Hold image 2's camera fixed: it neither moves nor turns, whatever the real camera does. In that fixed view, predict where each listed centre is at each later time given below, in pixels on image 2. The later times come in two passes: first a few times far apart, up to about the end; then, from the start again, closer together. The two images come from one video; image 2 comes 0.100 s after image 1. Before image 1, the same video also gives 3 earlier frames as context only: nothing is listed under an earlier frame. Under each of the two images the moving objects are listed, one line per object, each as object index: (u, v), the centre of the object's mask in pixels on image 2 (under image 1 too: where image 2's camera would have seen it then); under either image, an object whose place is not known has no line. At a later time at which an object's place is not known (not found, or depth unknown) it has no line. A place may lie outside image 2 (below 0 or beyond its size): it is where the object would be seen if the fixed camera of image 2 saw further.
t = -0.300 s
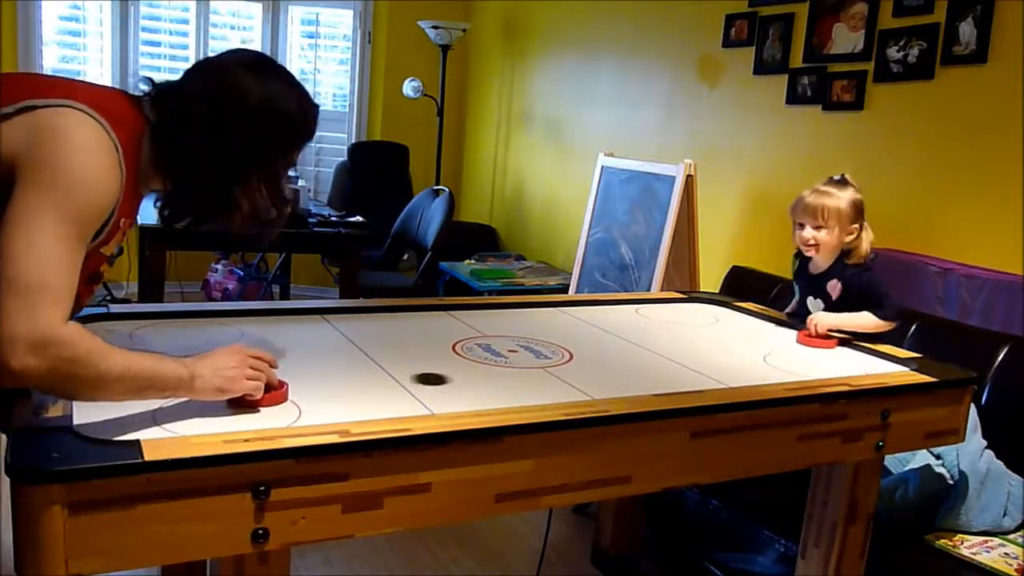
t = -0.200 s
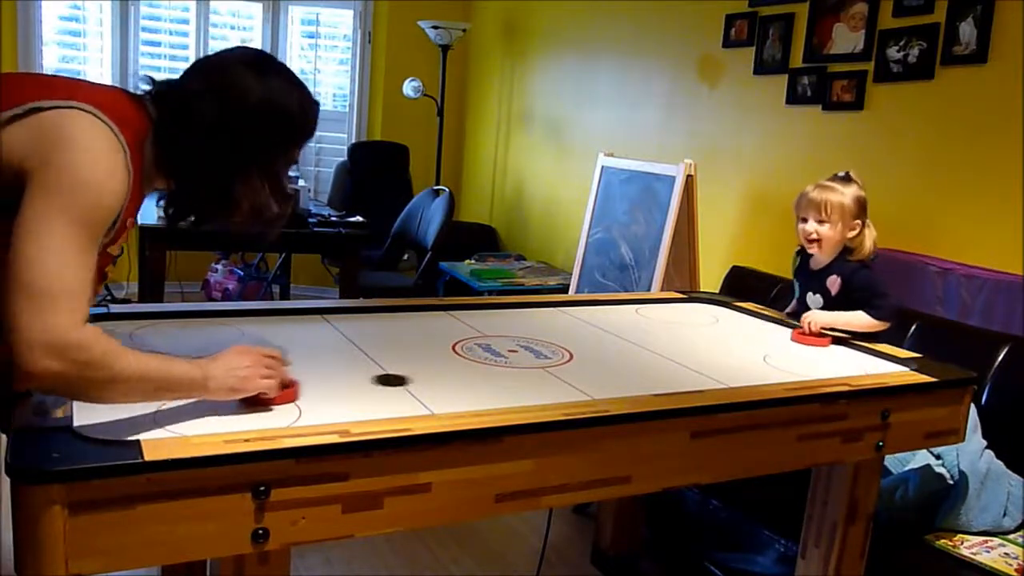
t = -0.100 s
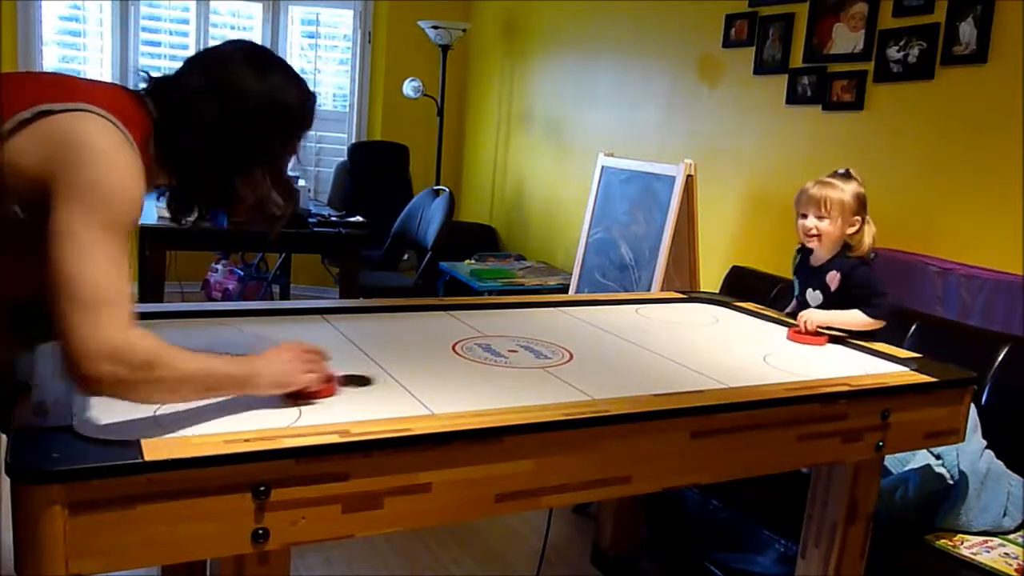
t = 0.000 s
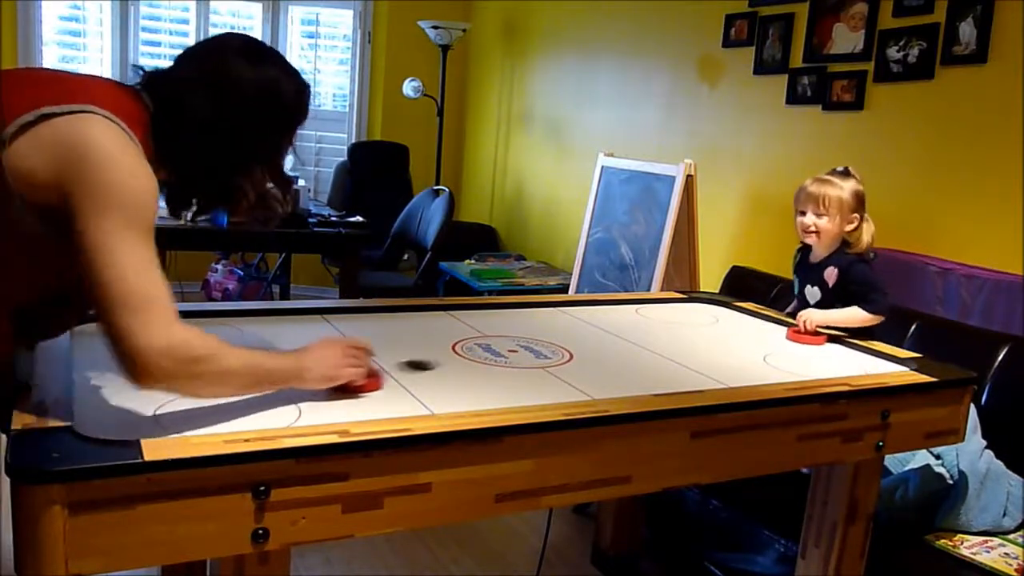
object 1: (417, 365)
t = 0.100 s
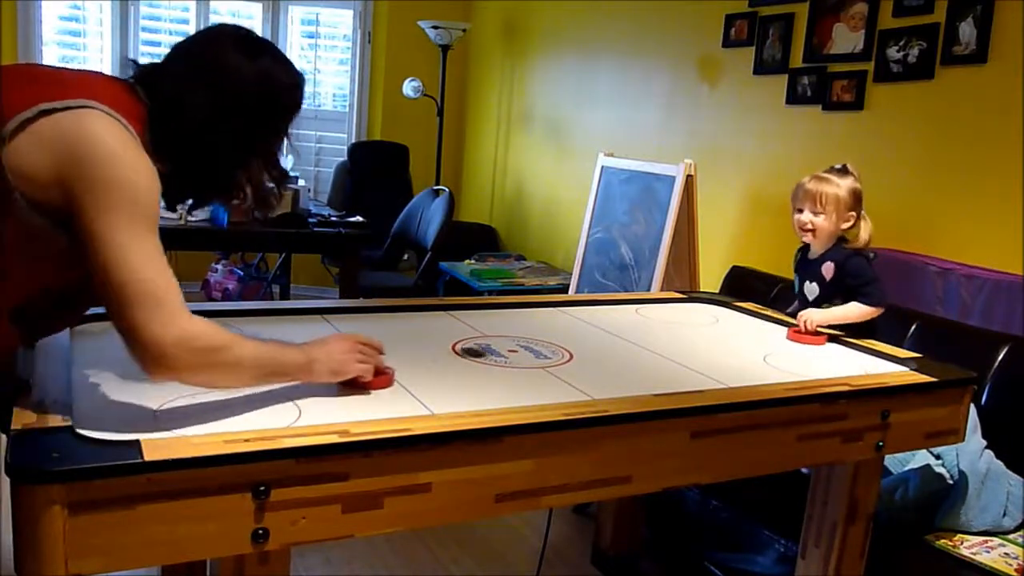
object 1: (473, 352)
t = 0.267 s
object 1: (550, 334)
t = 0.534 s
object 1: (639, 312)
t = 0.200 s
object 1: (522, 341)
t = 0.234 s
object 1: (536, 338)
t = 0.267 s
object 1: (550, 334)
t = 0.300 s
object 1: (562, 331)
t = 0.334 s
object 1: (575, 328)
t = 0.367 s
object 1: (587, 325)
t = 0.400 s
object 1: (599, 322)
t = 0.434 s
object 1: (610, 319)
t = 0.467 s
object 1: (620, 317)
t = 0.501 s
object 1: (629, 314)
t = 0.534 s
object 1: (639, 312)
